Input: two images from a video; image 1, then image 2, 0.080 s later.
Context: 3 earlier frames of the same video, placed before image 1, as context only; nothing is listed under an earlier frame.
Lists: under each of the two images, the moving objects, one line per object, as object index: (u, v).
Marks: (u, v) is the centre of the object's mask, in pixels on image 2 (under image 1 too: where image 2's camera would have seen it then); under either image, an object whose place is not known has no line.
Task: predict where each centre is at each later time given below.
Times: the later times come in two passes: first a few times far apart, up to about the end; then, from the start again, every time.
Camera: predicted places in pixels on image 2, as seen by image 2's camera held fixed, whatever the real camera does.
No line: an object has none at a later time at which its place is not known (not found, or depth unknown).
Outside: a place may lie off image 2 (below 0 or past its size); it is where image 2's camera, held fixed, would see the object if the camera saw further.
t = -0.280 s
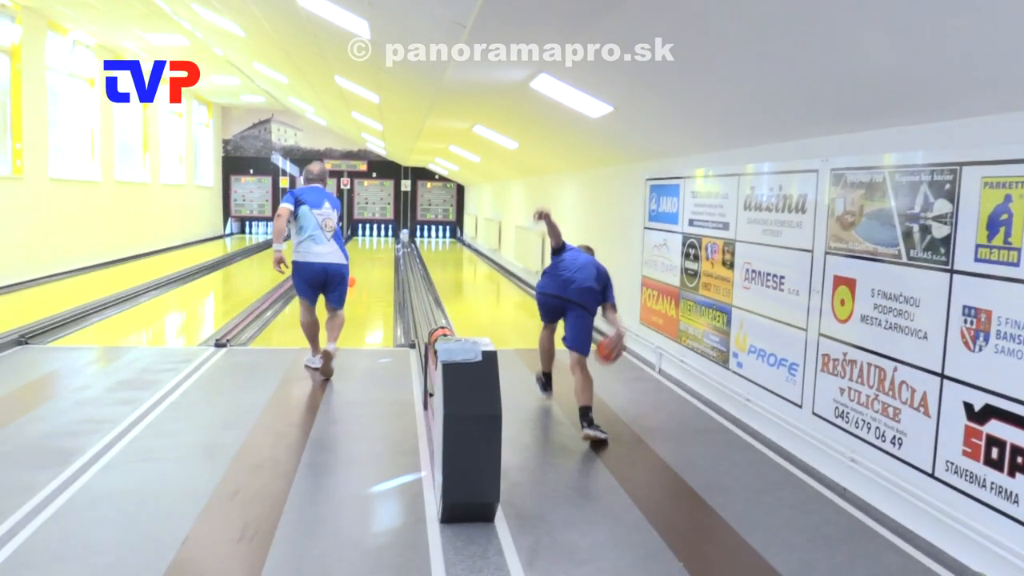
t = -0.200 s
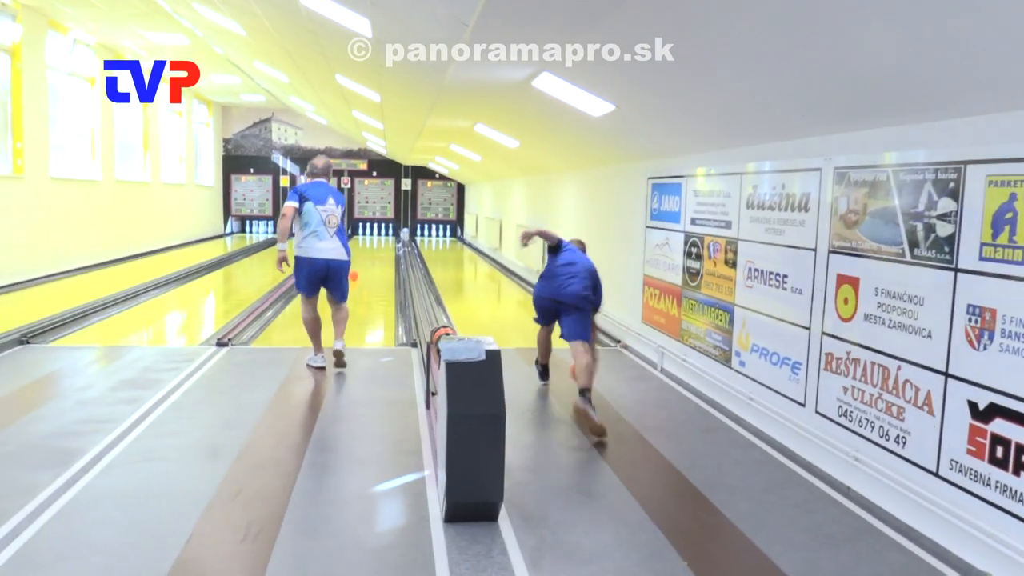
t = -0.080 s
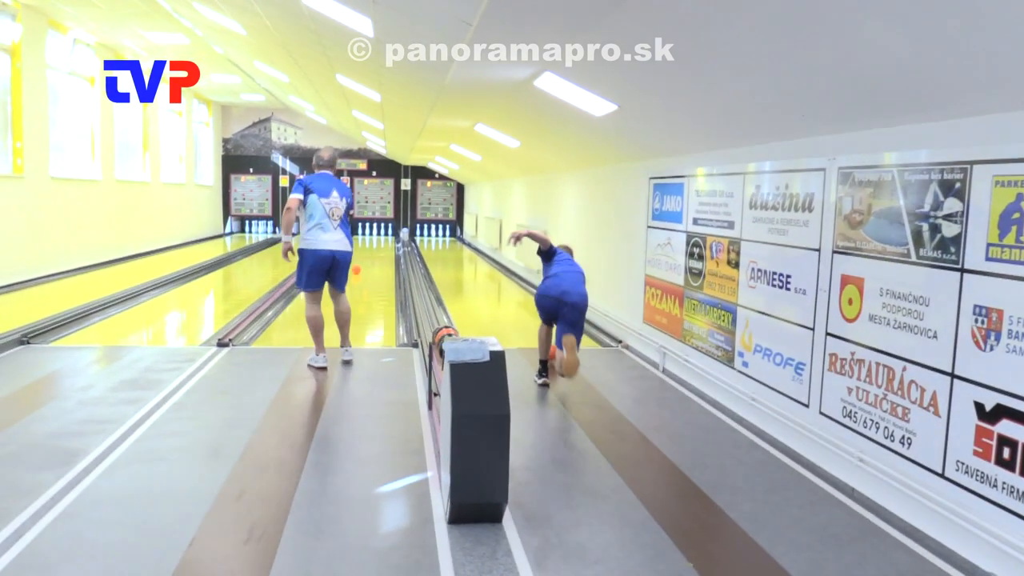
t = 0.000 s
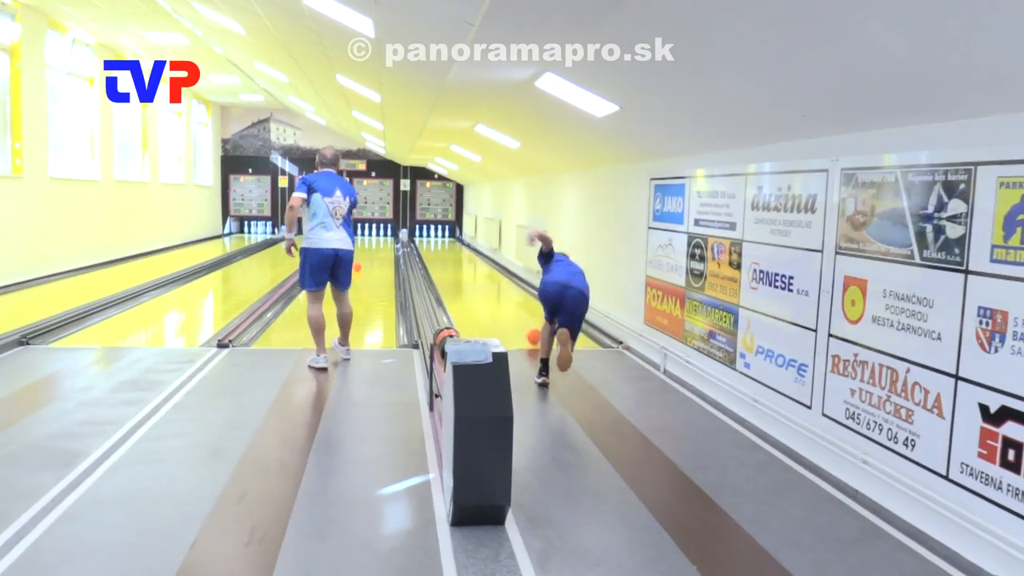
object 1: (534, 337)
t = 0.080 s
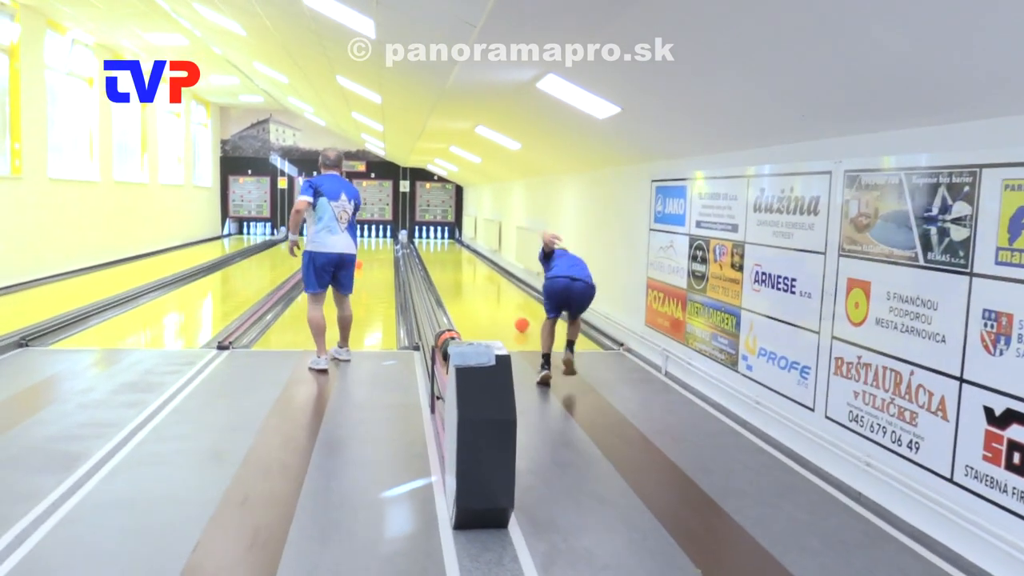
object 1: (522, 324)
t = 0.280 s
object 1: (498, 299)
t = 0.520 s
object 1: (479, 280)
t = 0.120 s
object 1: (516, 318)
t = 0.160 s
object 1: (511, 313)
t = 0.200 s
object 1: (506, 308)
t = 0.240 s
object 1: (502, 303)
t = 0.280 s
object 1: (498, 299)
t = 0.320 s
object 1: (494, 295)
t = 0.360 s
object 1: (491, 292)
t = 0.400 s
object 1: (488, 288)
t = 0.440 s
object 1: (485, 285)
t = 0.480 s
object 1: (482, 282)
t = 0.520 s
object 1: (479, 280)
